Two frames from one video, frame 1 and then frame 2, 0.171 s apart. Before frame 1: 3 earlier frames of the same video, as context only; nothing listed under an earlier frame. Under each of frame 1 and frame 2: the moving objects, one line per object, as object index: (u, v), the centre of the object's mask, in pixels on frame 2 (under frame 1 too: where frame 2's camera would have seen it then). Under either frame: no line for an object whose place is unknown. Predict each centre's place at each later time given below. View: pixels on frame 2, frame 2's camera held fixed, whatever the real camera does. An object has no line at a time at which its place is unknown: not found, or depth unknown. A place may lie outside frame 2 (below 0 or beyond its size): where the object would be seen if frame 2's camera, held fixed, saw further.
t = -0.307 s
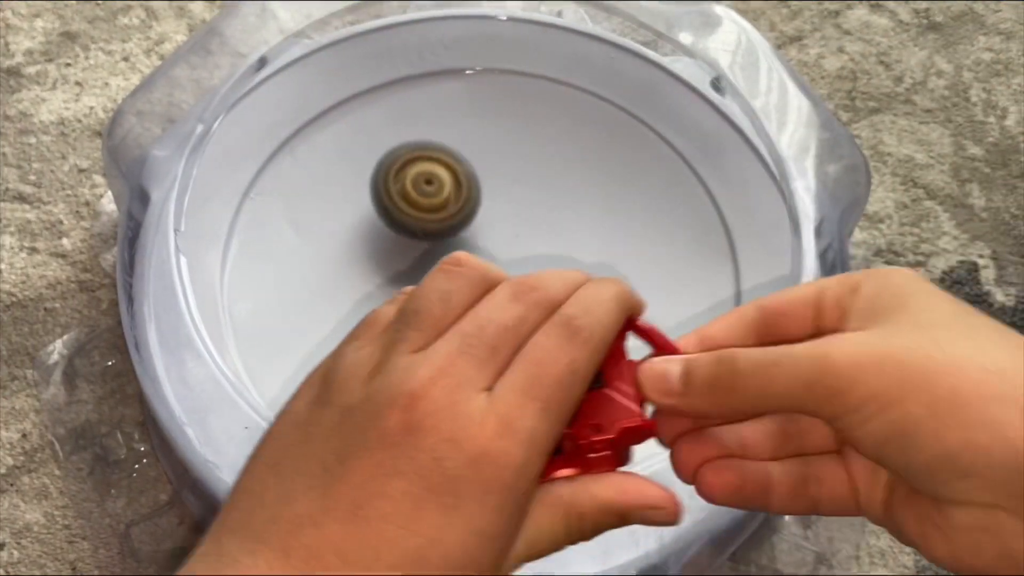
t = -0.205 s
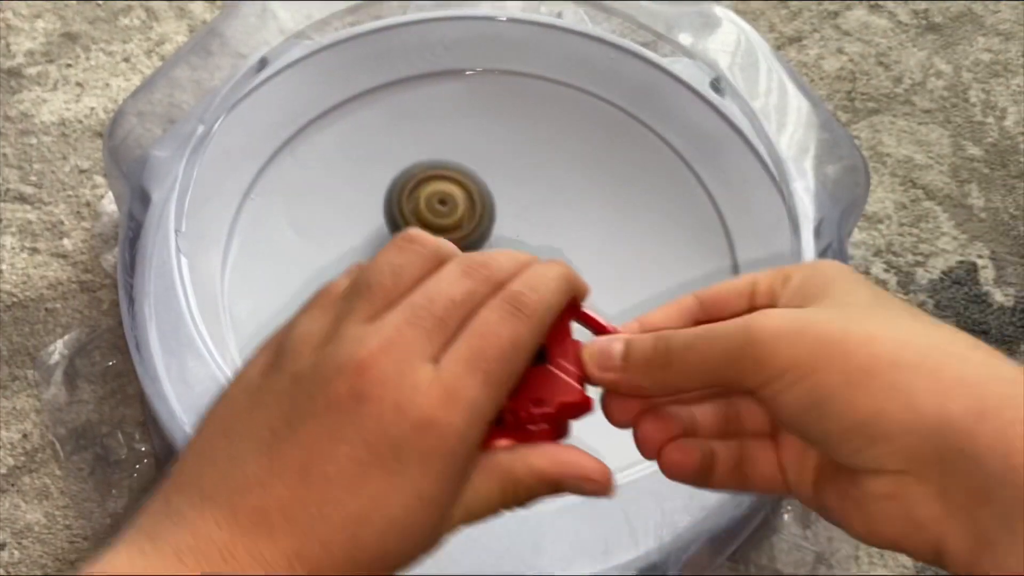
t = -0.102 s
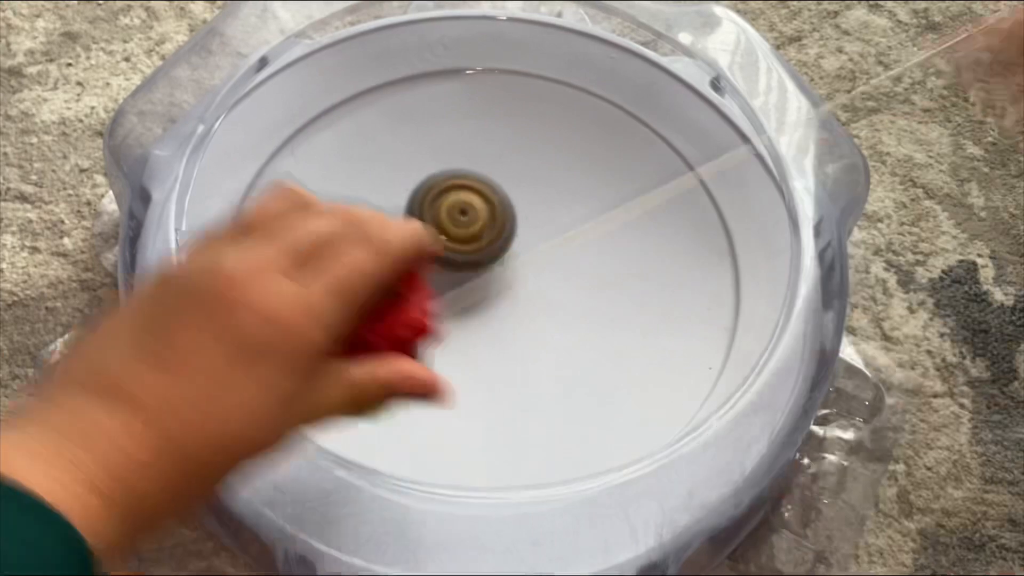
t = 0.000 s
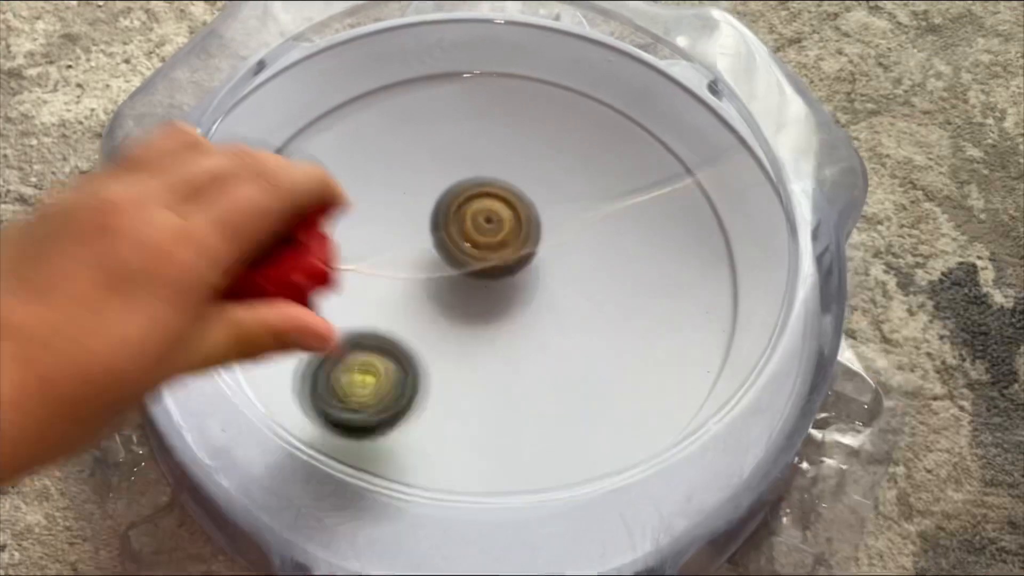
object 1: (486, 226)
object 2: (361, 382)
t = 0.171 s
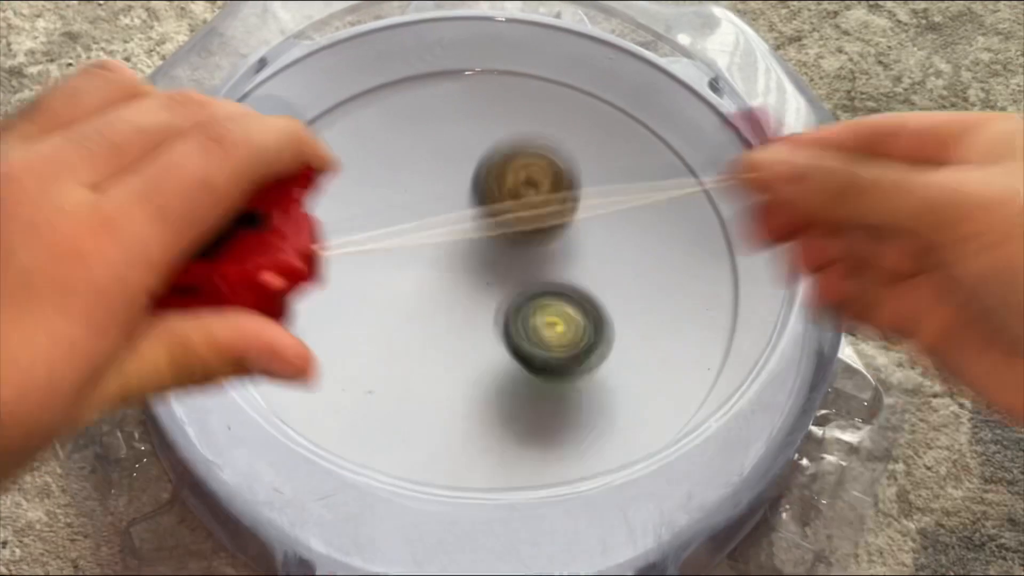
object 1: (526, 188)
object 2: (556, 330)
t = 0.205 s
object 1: (536, 150)
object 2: (581, 358)
